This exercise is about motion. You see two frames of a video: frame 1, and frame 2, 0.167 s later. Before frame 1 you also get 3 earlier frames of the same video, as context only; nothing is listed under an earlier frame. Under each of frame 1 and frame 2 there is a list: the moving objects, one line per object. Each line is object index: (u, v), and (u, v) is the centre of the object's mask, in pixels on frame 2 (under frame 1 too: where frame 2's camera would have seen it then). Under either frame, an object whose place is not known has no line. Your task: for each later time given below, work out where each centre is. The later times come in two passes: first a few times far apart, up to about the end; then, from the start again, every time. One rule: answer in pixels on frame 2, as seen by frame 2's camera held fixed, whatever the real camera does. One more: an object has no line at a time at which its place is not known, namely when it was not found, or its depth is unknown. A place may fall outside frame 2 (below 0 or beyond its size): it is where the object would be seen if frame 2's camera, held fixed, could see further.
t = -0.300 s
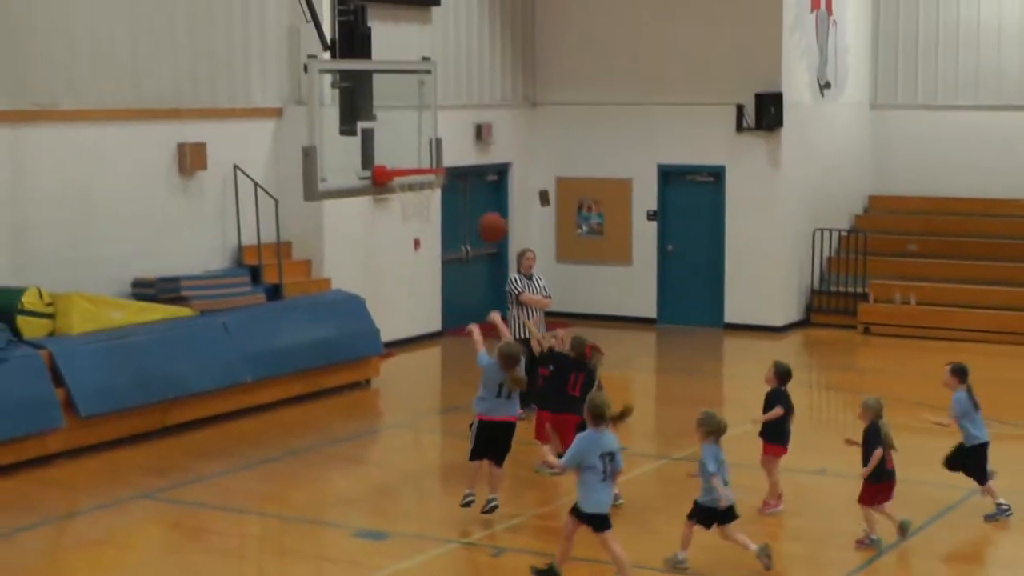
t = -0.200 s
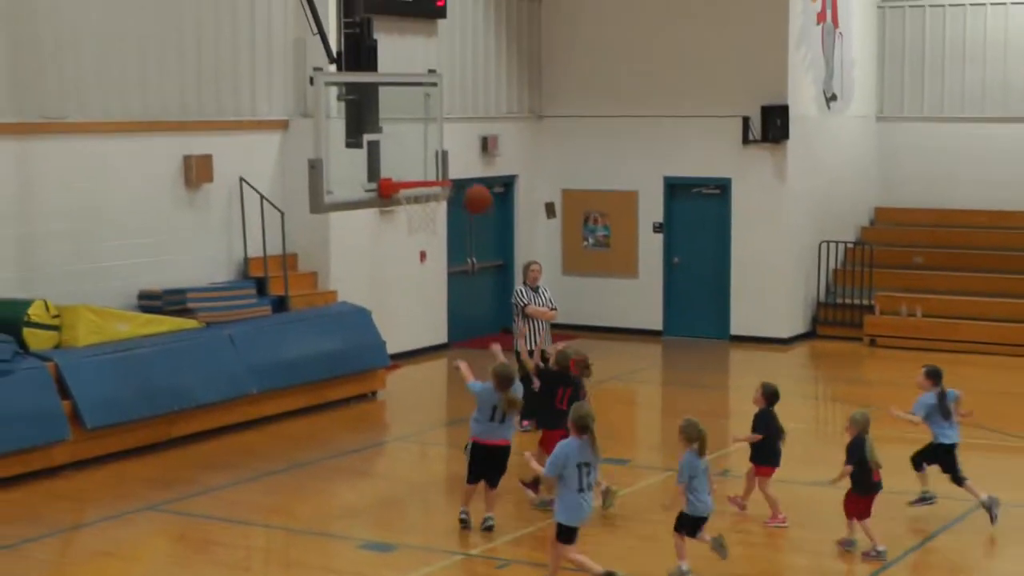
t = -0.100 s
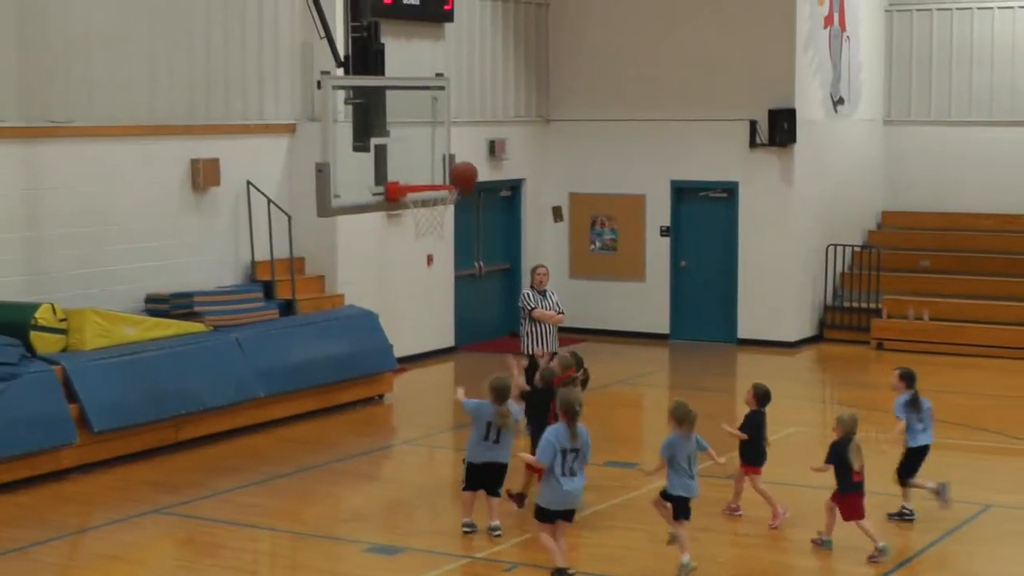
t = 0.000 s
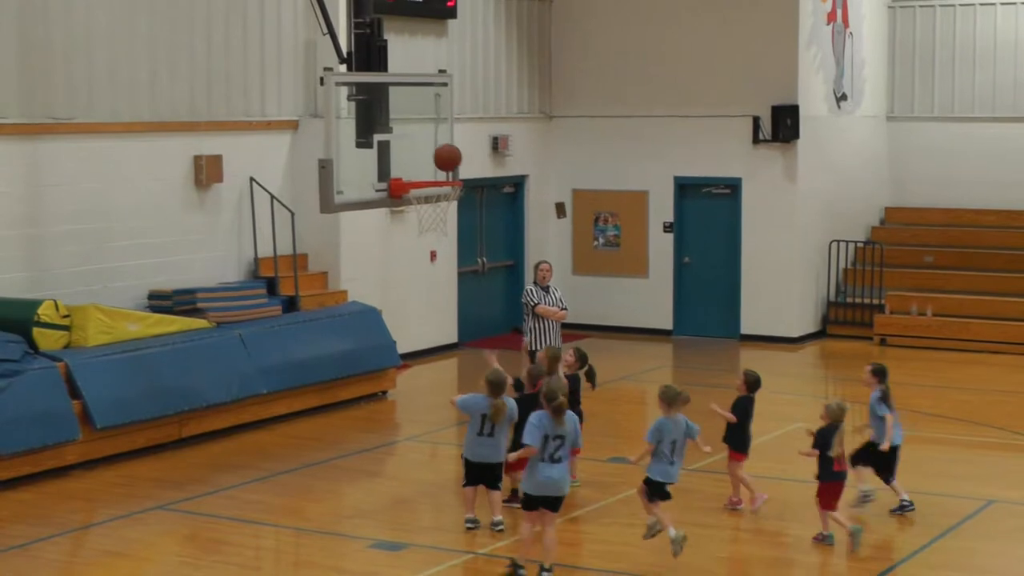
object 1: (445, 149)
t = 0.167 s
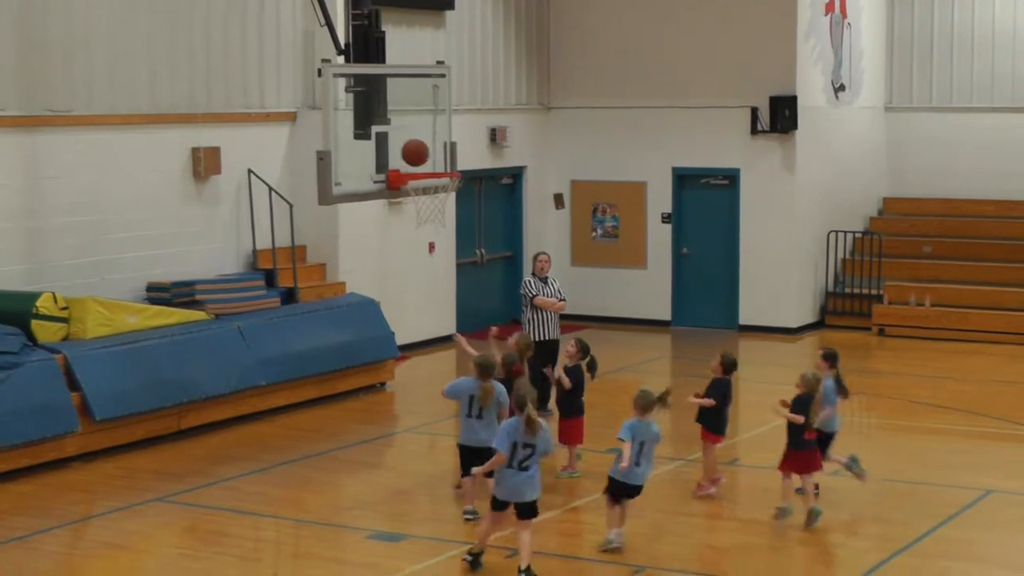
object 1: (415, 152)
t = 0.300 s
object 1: (405, 147)
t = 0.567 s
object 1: (426, 150)
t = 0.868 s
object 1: (443, 147)
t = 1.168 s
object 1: (436, 164)
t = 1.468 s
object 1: (426, 221)
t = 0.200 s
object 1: (409, 157)
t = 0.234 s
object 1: (406, 158)
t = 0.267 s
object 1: (406, 152)
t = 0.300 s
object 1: (405, 147)
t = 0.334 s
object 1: (405, 144)
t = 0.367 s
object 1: (408, 141)
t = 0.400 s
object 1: (411, 139)
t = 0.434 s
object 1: (414, 138)
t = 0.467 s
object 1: (417, 139)
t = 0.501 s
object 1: (420, 142)
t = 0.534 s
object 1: (423, 145)
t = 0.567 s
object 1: (426, 150)
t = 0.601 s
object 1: (429, 156)
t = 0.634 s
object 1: (431, 158)
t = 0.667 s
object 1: (433, 152)
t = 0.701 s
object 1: (435, 148)
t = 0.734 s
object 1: (436, 145)
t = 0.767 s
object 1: (438, 144)
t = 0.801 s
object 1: (440, 144)
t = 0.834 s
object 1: (441, 145)
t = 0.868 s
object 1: (443, 147)
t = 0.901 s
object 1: (444, 150)
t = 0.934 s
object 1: (446, 155)
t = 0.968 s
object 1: (447, 160)
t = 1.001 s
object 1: (446, 160)
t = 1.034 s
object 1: (444, 159)
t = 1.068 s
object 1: (443, 159)
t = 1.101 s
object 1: (441, 159)
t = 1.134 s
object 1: (438, 161)
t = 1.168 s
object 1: (436, 164)
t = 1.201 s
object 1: (433, 166)
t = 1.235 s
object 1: (432, 175)
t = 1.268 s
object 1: (431, 180)
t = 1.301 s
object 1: (429, 187)
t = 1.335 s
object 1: (429, 191)
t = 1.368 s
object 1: (428, 198)
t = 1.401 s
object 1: (427, 206)
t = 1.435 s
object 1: (426, 213)
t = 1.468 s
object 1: (426, 221)
